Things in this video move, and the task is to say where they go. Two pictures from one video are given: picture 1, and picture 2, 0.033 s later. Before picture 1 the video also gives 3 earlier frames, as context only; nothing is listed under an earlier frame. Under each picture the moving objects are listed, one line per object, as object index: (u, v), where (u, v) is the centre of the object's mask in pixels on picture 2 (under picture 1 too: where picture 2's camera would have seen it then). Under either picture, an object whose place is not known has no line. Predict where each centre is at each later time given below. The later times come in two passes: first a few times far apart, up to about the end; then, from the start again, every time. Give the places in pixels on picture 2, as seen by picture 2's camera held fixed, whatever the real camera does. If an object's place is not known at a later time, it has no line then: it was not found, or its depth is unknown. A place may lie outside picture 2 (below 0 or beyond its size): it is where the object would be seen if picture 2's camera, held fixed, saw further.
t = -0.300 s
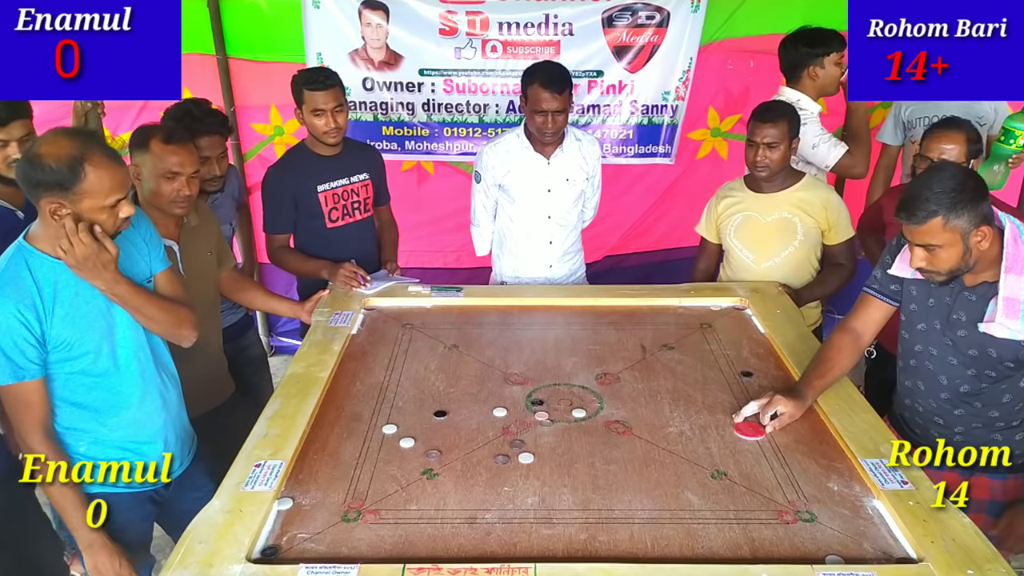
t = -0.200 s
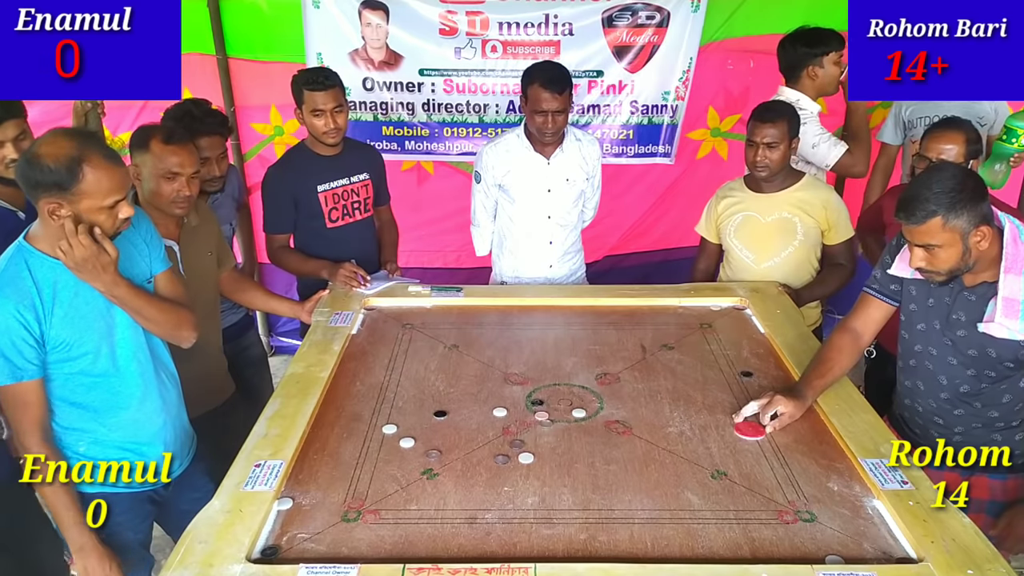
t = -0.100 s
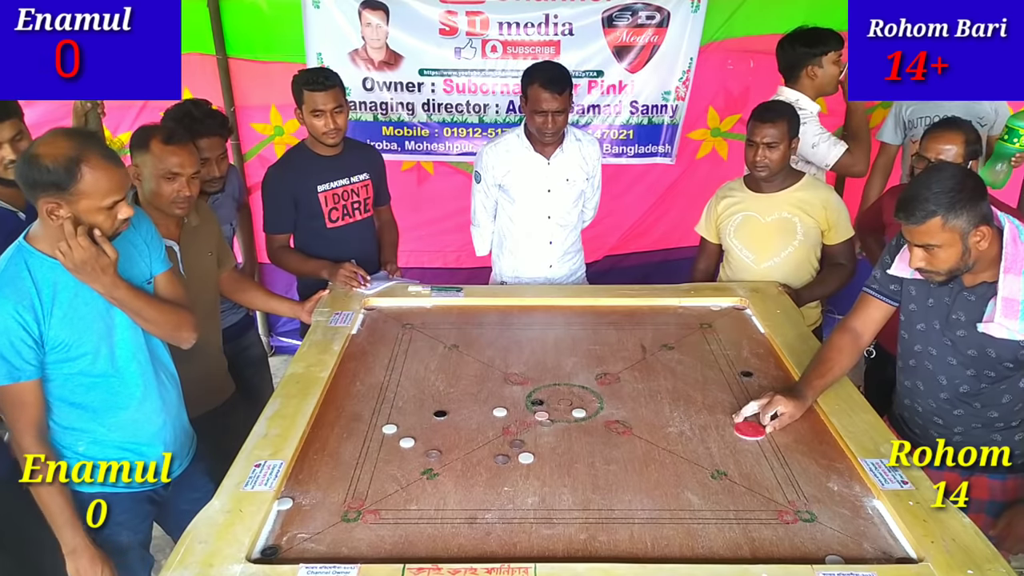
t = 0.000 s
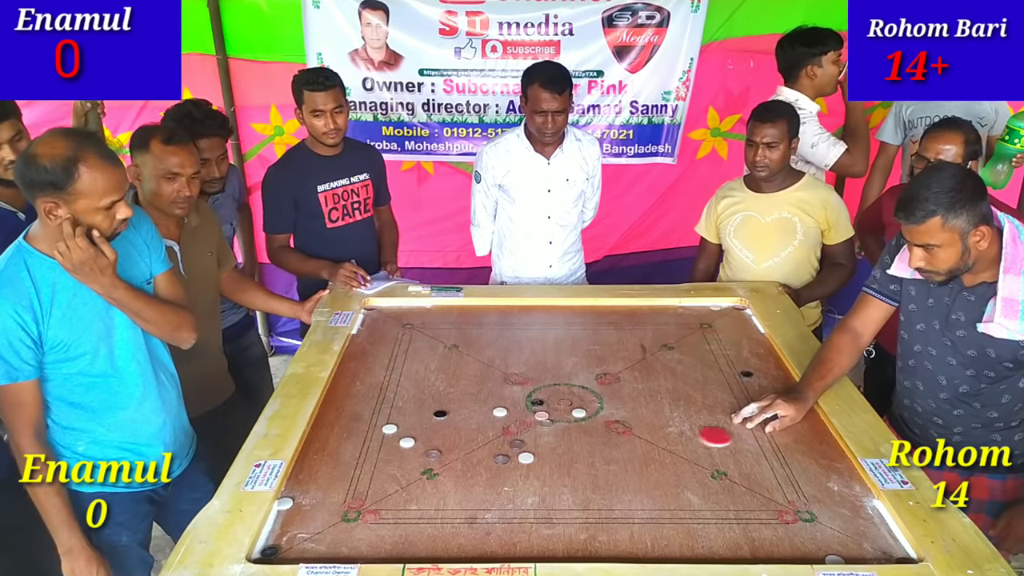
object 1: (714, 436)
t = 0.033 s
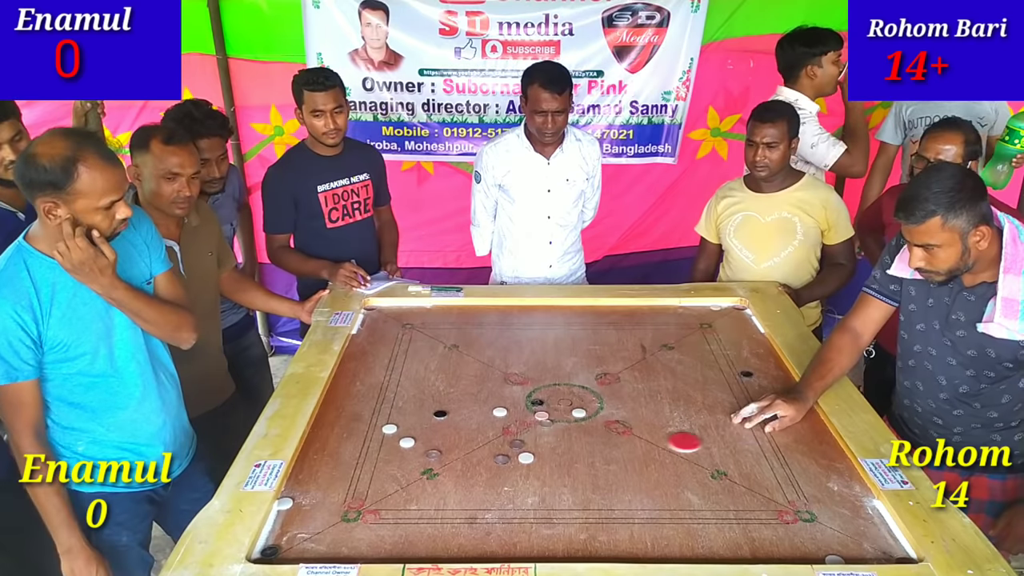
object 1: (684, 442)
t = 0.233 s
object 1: (505, 476)
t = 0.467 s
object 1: (318, 522)
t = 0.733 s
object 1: (279, 547)
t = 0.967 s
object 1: (279, 548)
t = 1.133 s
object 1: (279, 548)
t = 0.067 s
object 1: (653, 448)
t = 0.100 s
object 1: (622, 453)
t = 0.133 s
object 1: (591, 459)
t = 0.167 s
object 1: (561, 464)
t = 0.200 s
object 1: (532, 470)
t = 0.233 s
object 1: (505, 476)
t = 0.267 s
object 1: (478, 483)
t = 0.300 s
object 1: (452, 489)
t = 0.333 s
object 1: (425, 496)
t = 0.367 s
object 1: (398, 502)
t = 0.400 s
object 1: (370, 509)
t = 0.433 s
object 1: (344, 516)
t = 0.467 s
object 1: (318, 522)
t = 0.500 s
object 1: (291, 529)
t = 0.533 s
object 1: (280, 534)
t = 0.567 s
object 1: (279, 537)
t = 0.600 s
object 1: (279, 540)
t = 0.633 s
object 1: (279, 542)
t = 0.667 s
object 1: (279, 544)
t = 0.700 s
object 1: (279, 546)
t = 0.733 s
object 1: (279, 547)
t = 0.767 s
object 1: (279, 547)
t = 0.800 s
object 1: (279, 548)
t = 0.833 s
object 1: (279, 548)
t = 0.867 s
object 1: (279, 548)
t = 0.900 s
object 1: (279, 548)
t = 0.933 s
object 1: (279, 548)
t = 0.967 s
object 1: (279, 548)
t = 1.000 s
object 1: (279, 548)
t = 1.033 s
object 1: (279, 548)
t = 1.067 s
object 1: (279, 548)
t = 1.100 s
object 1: (279, 548)
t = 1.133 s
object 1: (279, 548)
